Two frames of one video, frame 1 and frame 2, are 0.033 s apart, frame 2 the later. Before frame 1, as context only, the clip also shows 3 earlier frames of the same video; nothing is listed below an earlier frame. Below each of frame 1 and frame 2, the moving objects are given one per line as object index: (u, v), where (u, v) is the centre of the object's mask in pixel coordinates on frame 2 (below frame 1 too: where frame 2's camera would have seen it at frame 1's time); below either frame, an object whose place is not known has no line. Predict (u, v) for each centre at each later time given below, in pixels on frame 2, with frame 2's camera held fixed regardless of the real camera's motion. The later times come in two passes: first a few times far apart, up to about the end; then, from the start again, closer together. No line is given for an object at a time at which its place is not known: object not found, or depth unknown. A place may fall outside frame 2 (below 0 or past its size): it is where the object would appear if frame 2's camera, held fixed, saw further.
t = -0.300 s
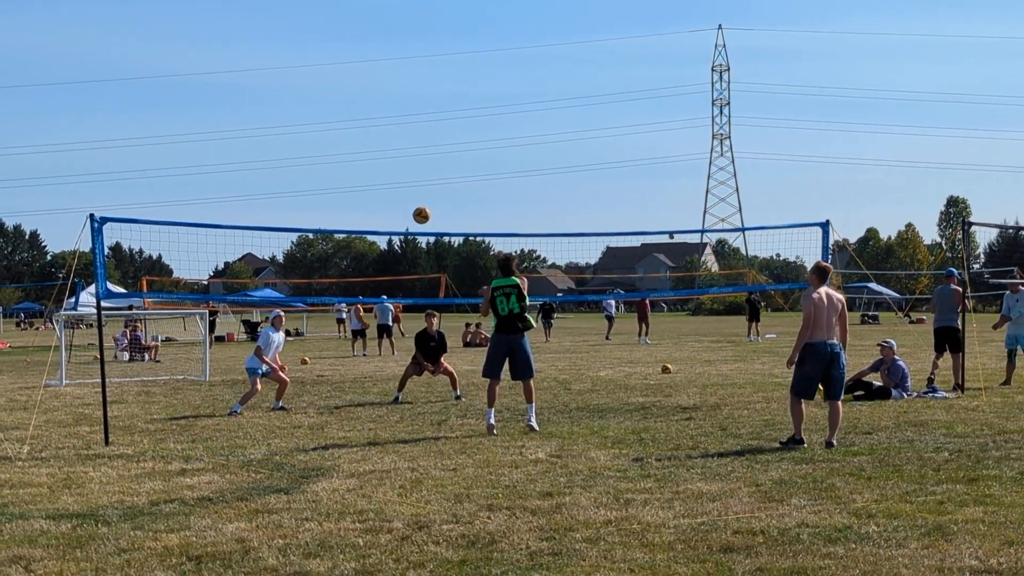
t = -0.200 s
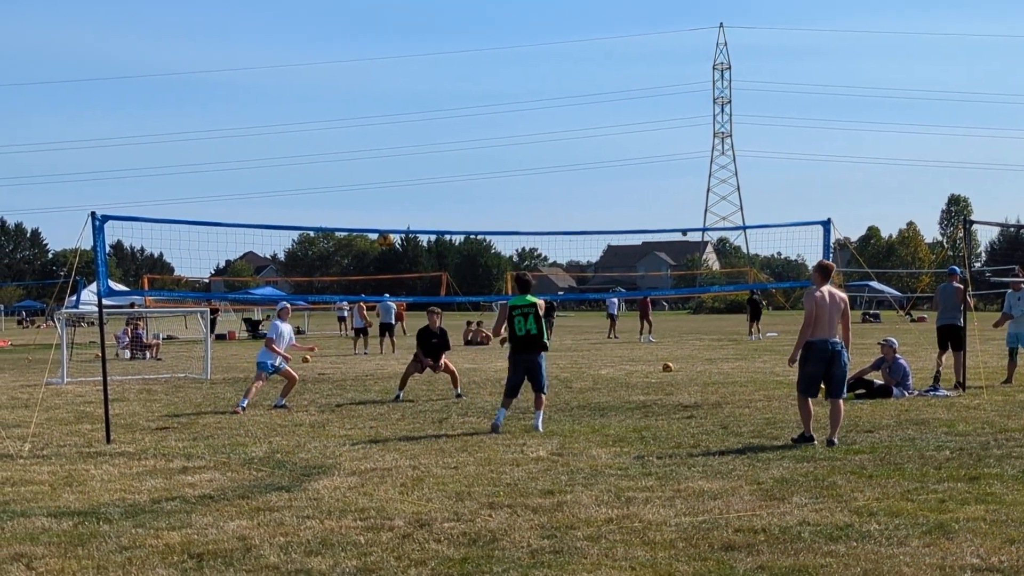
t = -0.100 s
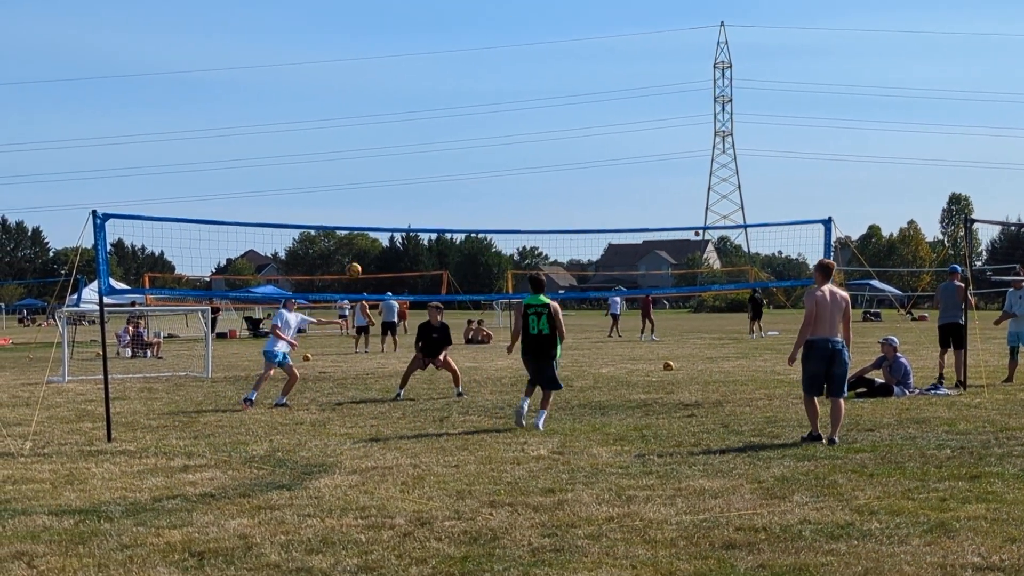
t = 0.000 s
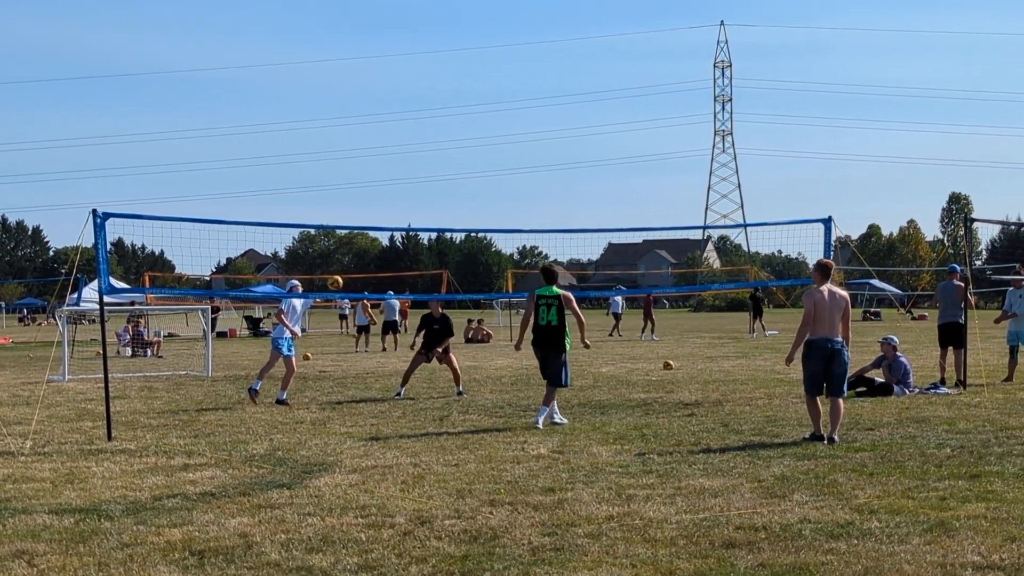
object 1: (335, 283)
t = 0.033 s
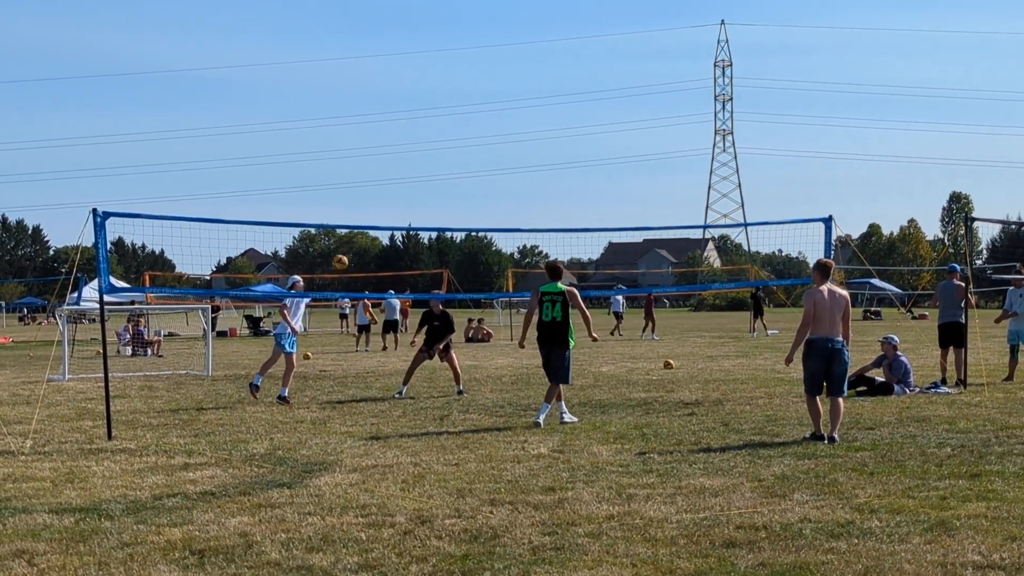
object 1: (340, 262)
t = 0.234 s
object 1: (370, 162)
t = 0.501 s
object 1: (411, 75)
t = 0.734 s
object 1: (447, 41)
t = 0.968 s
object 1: (484, 44)
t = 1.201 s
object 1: (520, 82)
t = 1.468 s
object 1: (562, 164)
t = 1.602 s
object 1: (583, 220)
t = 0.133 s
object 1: (355, 208)
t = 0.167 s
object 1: (359, 192)
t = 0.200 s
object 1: (365, 177)
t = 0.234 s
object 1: (370, 162)
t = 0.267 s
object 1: (375, 148)
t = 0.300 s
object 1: (380, 135)
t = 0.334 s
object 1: (385, 123)
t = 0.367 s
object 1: (390, 112)
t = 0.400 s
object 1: (395, 101)
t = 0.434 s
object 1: (400, 92)
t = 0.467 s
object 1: (406, 83)
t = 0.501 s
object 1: (411, 75)
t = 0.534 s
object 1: (416, 68)
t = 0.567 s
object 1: (421, 62)
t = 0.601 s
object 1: (426, 56)
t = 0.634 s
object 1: (431, 51)
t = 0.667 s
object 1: (437, 47)
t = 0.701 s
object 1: (442, 44)
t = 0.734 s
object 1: (447, 41)
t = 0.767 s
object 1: (452, 40)
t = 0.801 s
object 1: (457, 39)
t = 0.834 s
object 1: (463, 38)
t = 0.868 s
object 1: (468, 39)
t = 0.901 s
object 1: (473, 40)
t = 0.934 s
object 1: (478, 42)
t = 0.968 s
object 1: (484, 44)
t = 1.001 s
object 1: (489, 47)
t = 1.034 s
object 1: (494, 51)
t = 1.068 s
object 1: (499, 56)
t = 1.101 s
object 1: (505, 61)
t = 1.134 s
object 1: (510, 67)
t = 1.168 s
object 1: (515, 74)
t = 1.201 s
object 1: (520, 82)
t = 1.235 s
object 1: (526, 90)
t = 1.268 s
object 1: (531, 98)
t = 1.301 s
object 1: (536, 107)
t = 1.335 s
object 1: (541, 117)
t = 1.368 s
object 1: (547, 128)
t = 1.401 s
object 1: (552, 139)
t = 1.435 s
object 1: (557, 151)
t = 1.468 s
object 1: (562, 164)
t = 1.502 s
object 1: (567, 177)
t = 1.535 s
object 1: (573, 191)
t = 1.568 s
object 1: (578, 205)
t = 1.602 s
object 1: (583, 220)
